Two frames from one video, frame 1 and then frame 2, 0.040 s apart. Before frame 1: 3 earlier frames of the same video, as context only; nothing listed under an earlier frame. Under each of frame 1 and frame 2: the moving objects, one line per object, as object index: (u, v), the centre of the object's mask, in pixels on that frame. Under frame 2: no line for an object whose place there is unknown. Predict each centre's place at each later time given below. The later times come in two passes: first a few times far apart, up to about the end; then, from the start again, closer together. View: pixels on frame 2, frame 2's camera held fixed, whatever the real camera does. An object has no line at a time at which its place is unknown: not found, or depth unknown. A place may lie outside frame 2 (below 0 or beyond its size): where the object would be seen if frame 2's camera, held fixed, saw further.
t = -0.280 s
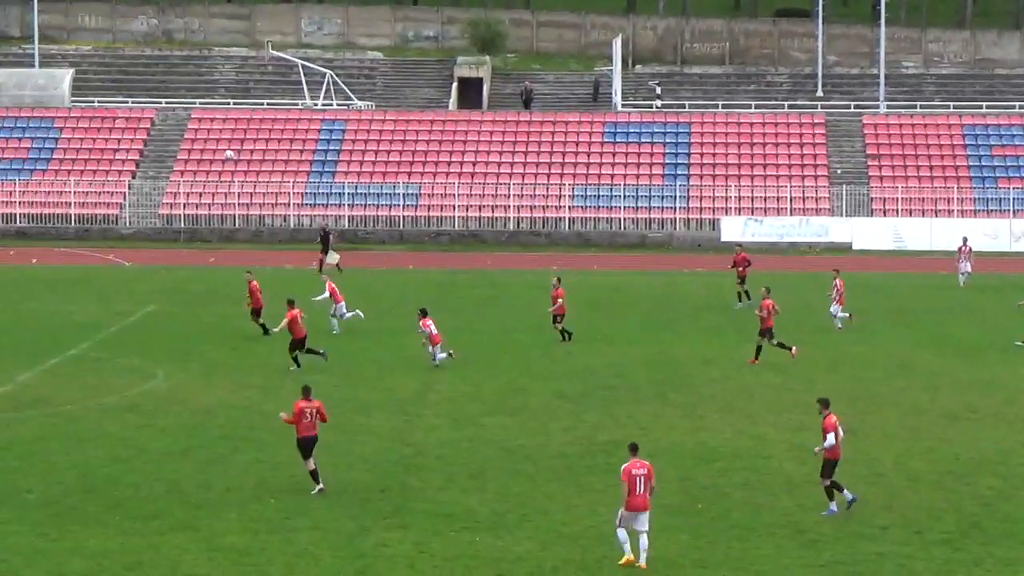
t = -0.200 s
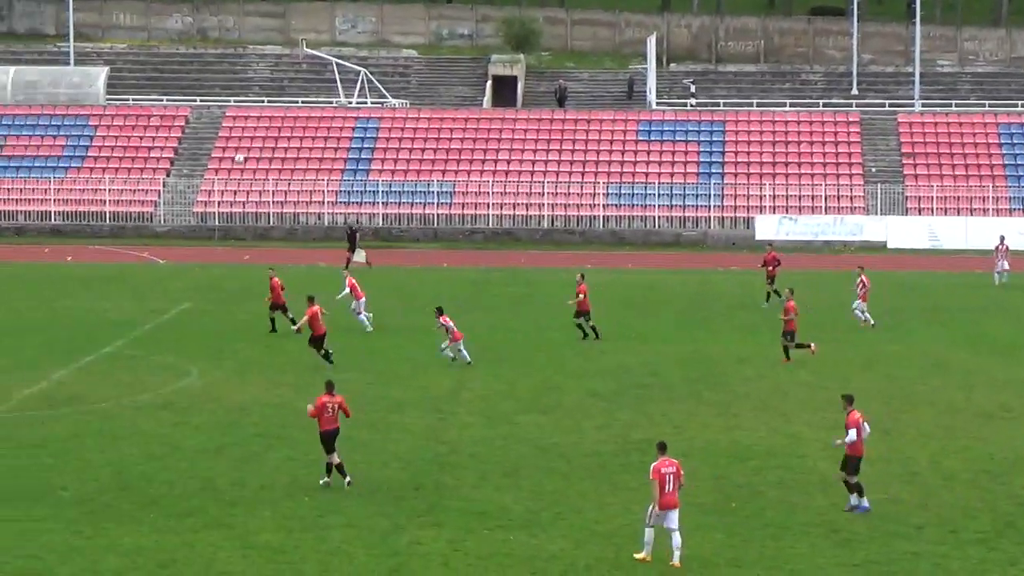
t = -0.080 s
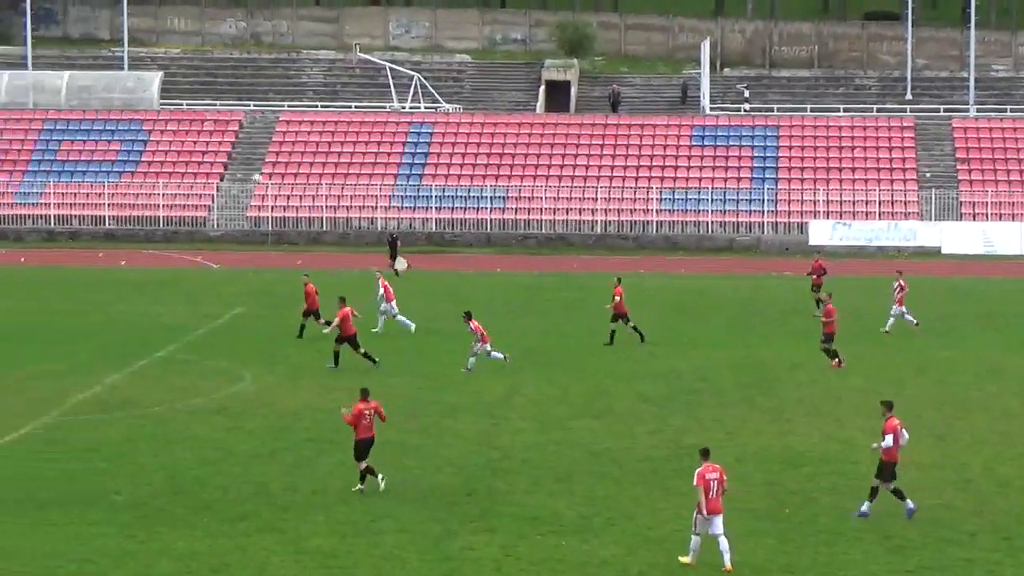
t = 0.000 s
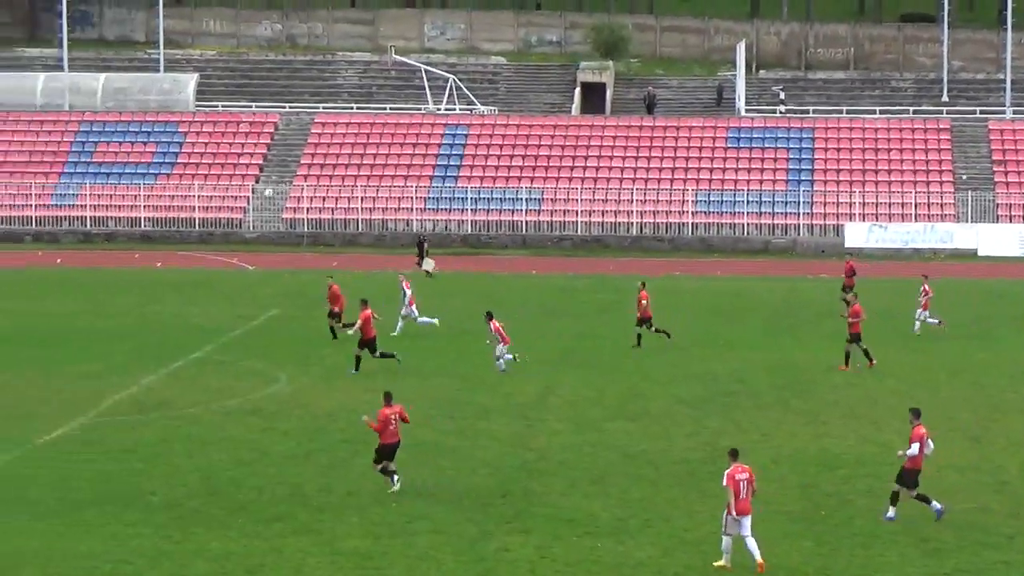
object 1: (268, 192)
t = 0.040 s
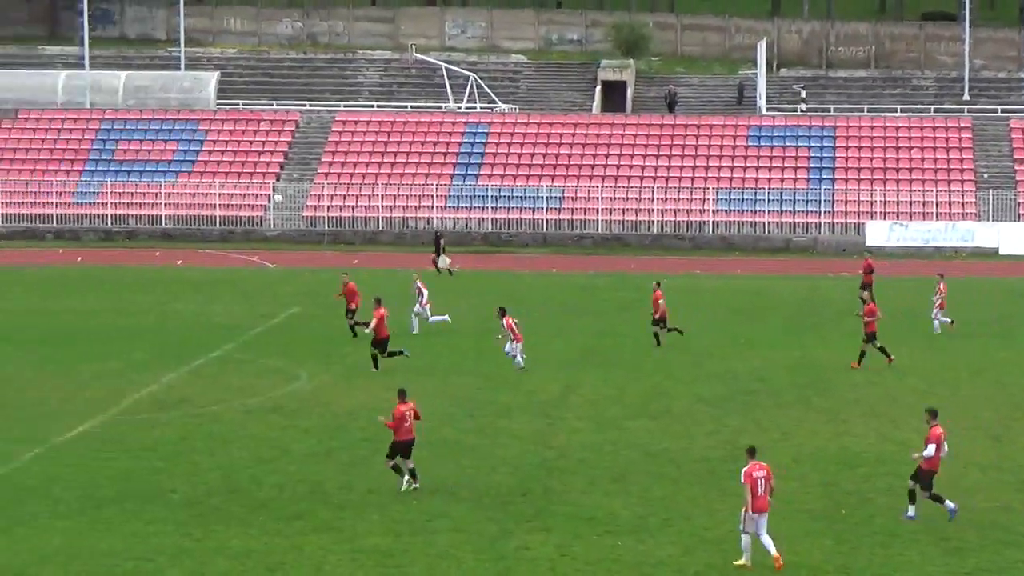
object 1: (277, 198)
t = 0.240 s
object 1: (218, 246)
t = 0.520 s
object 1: (137, 344)
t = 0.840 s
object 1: (62, 305)
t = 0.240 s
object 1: (218, 246)
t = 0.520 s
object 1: (137, 344)
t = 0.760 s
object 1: (81, 318)
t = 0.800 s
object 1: (72, 310)
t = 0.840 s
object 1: (62, 305)
